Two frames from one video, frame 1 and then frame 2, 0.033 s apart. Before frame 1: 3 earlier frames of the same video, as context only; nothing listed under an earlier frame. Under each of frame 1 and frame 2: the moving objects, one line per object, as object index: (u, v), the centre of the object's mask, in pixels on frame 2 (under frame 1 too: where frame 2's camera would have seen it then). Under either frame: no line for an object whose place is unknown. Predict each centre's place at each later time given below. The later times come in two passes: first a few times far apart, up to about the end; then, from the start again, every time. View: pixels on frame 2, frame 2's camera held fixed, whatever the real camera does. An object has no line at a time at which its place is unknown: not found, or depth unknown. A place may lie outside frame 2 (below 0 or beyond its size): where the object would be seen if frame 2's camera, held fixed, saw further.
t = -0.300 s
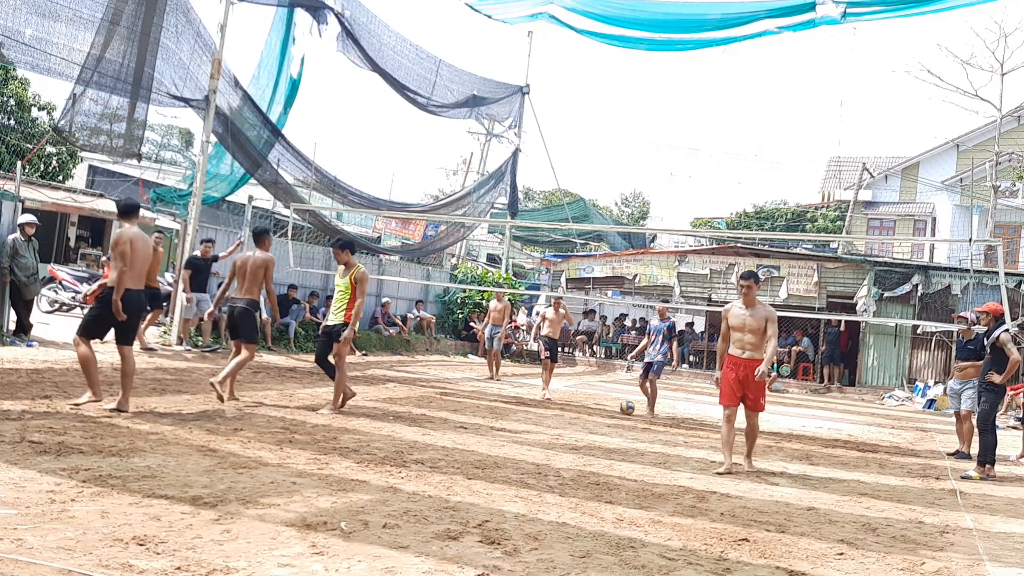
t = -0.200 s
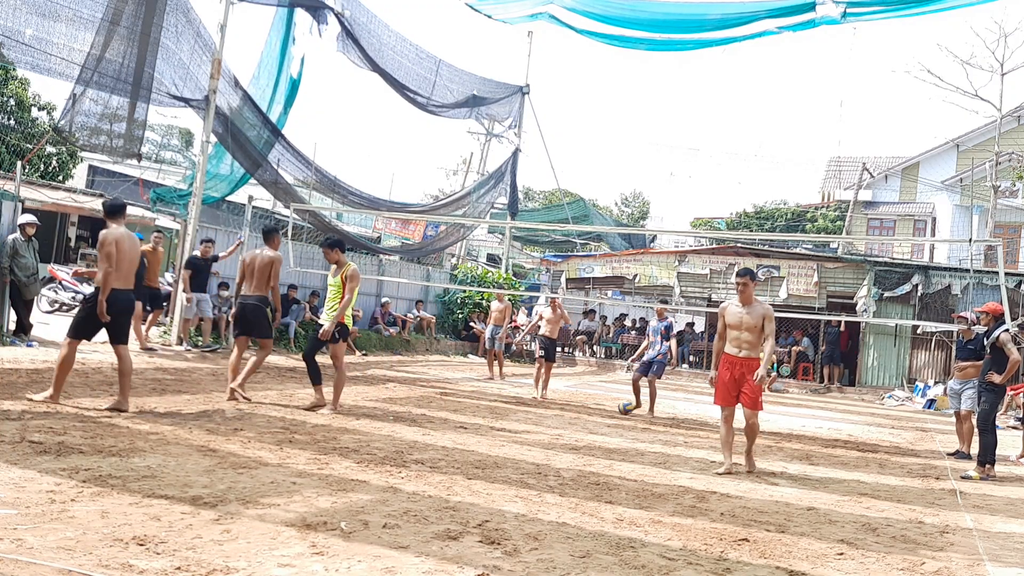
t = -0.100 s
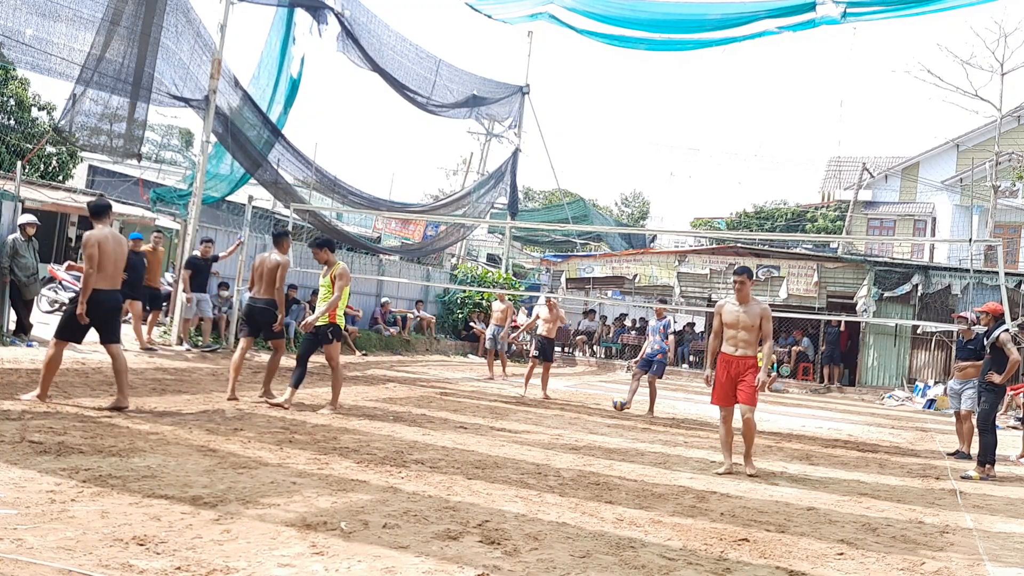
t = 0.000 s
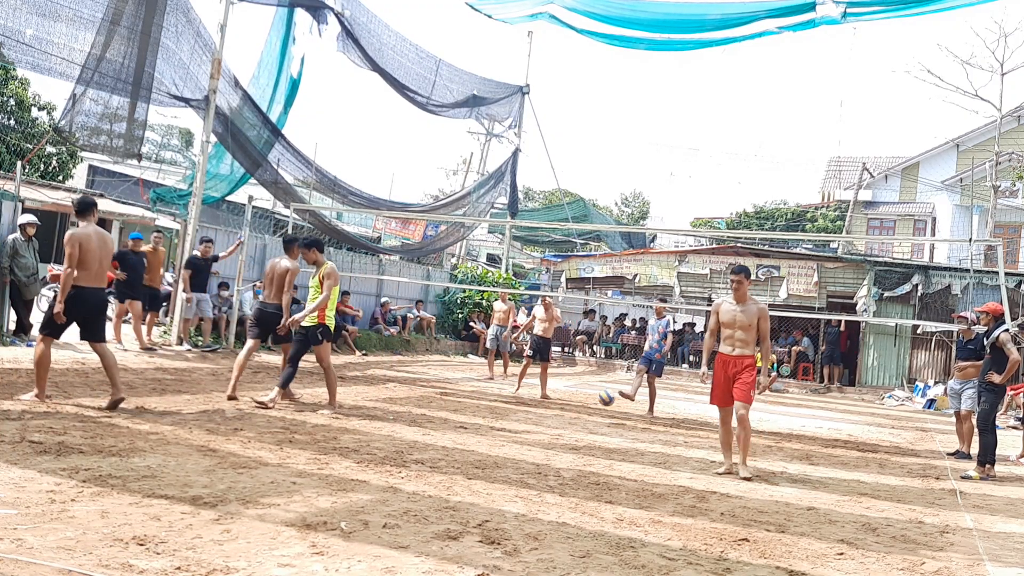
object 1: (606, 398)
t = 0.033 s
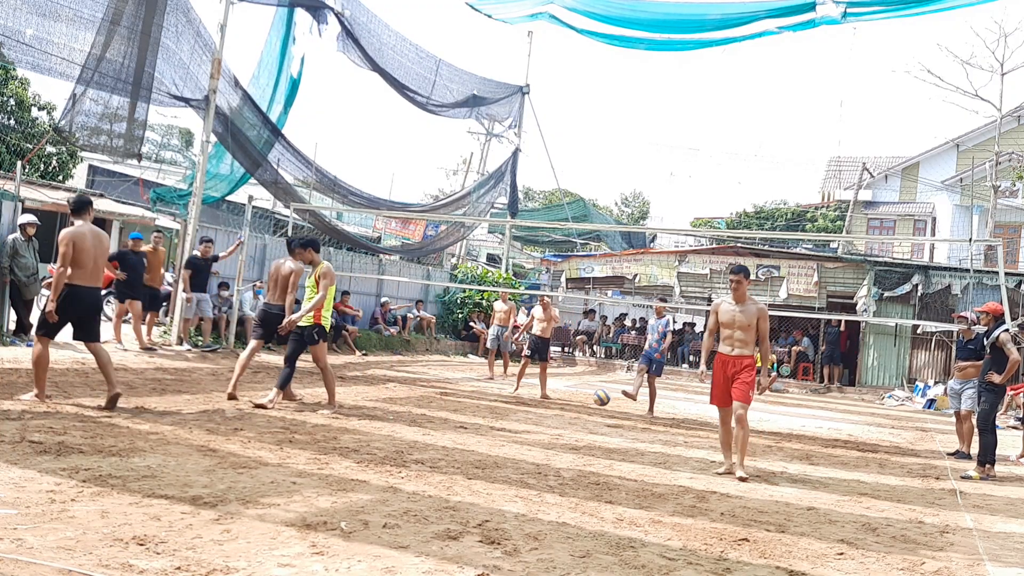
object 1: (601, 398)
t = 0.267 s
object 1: (557, 427)
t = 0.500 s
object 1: (517, 427)
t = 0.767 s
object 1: (465, 439)
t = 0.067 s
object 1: (597, 398)
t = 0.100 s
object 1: (590, 400)
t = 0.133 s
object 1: (585, 403)
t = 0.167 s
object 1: (579, 407)
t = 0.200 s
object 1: (572, 412)
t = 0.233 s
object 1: (564, 418)
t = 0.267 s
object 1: (557, 427)
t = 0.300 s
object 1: (550, 432)
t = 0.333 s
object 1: (546, 428)
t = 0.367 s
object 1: (540, 426)
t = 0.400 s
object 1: (535, 424)
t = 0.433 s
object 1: (530, 423)
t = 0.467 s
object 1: (523, 424)
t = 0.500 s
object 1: (517, 427)
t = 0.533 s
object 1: (510, 432)
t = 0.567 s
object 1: (503, 438)
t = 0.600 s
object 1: (495, 447)
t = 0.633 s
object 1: (487, 456)
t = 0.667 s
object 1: (481, 455)
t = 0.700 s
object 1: (476, 448)
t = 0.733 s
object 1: (471, 443)
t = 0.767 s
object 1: (465, 439)
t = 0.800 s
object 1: (459, 436)
